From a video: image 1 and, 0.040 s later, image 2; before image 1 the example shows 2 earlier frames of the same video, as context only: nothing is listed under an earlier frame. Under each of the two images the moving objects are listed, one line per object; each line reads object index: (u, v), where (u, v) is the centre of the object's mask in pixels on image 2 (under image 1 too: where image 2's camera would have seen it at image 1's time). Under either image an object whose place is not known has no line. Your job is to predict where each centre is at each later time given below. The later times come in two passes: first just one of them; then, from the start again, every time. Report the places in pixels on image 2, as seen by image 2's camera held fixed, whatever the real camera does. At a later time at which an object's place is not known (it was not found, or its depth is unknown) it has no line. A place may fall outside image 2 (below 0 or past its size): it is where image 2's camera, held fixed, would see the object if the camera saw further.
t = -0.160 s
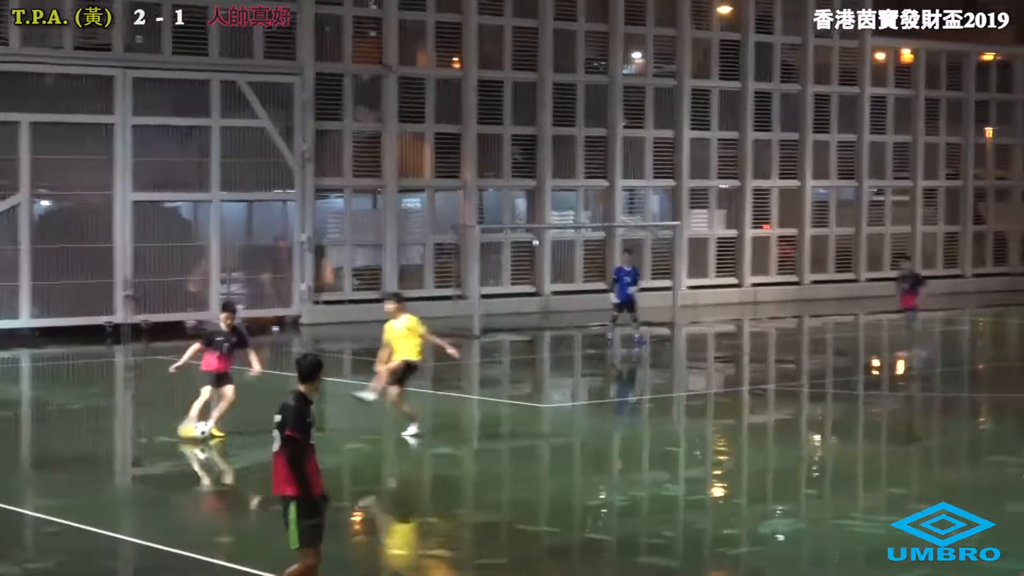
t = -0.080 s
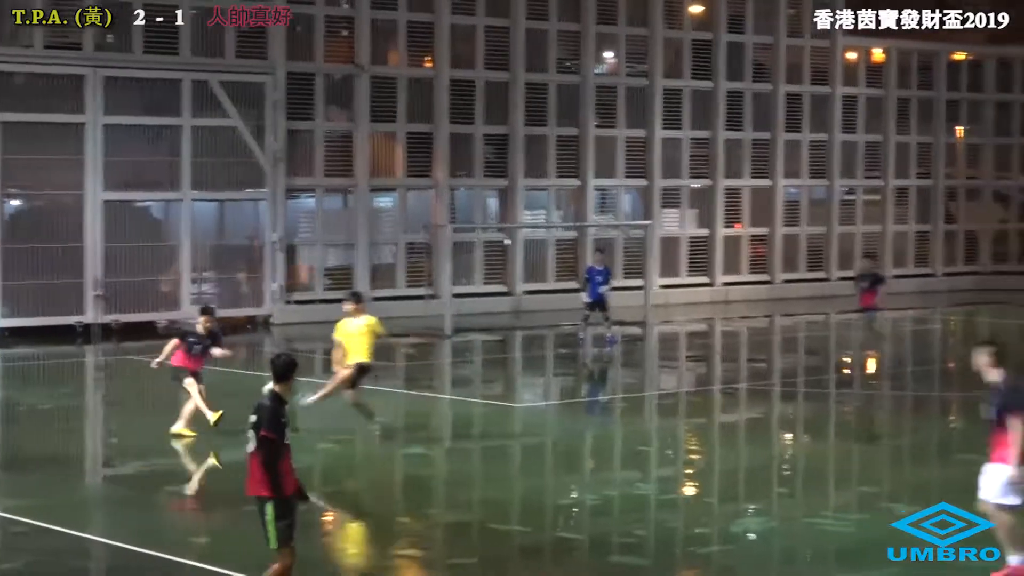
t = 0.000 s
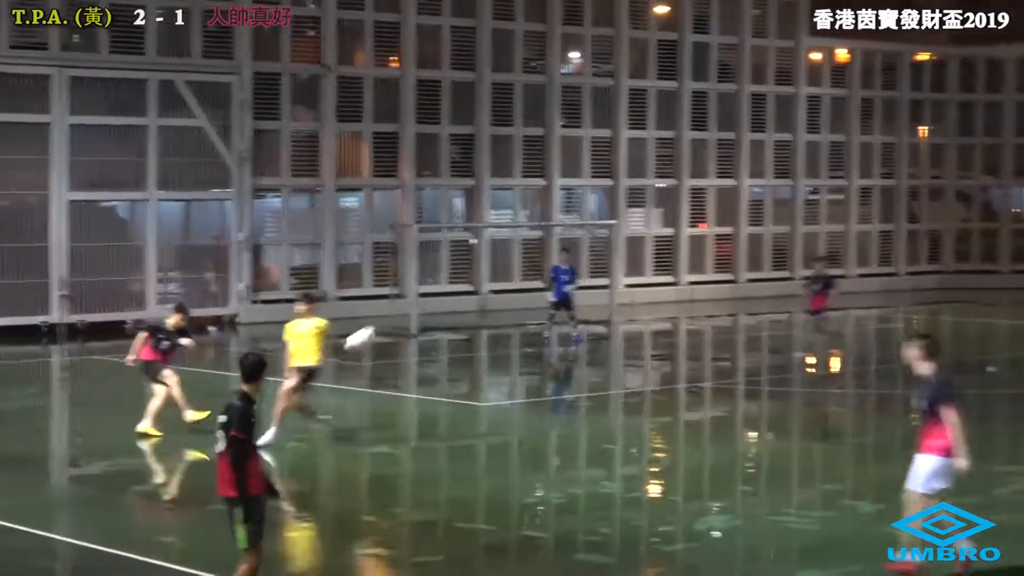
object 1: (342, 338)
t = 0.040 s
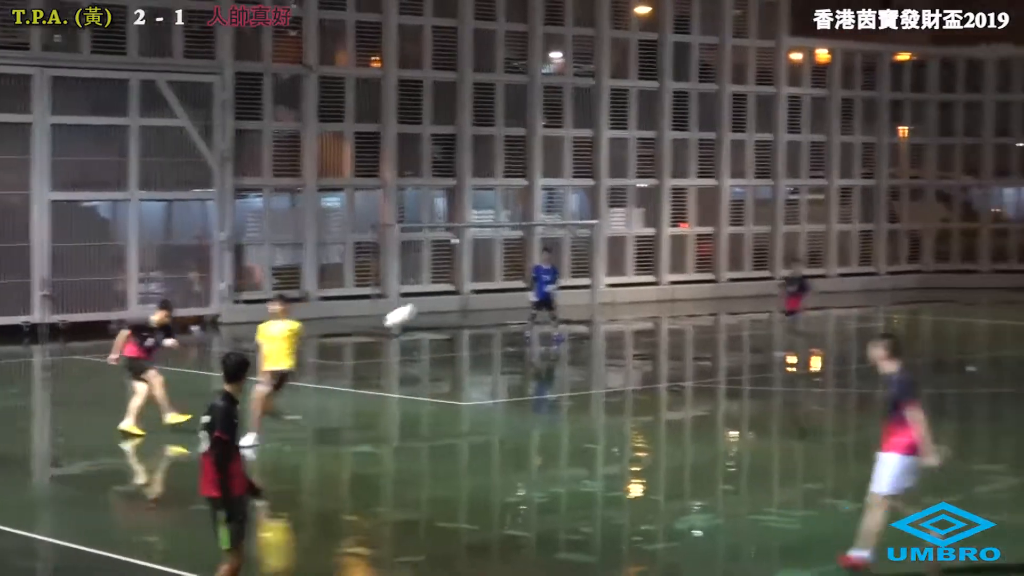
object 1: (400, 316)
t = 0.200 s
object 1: (629, 233)
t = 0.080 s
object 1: (458, 294)
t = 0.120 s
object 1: (515, 273)
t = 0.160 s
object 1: (572, 253)
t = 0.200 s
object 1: (629, 233)
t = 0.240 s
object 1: (689, 214)
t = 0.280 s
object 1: (746, 196)
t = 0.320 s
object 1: (805, 180)
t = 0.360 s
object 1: (865, 163)
